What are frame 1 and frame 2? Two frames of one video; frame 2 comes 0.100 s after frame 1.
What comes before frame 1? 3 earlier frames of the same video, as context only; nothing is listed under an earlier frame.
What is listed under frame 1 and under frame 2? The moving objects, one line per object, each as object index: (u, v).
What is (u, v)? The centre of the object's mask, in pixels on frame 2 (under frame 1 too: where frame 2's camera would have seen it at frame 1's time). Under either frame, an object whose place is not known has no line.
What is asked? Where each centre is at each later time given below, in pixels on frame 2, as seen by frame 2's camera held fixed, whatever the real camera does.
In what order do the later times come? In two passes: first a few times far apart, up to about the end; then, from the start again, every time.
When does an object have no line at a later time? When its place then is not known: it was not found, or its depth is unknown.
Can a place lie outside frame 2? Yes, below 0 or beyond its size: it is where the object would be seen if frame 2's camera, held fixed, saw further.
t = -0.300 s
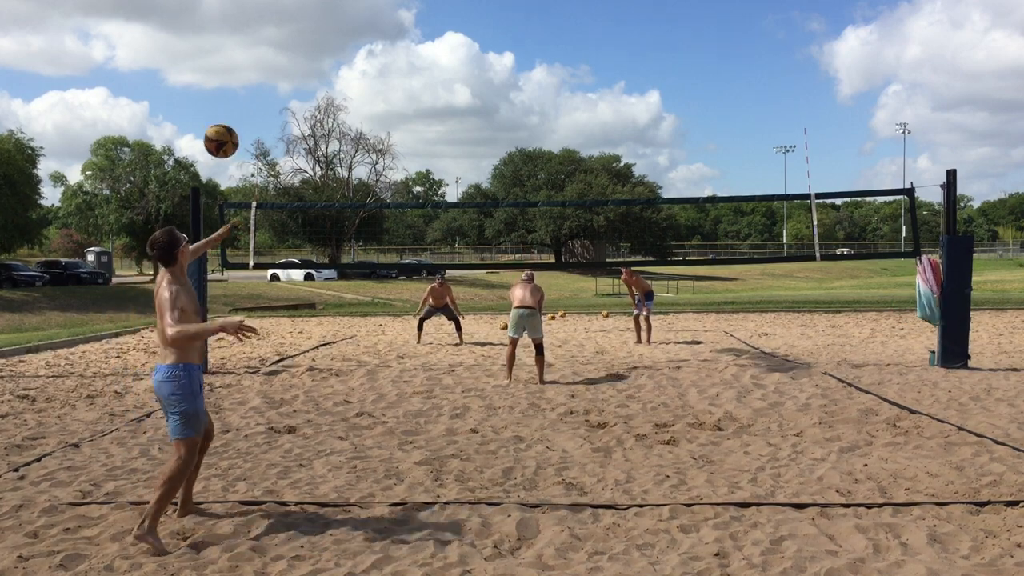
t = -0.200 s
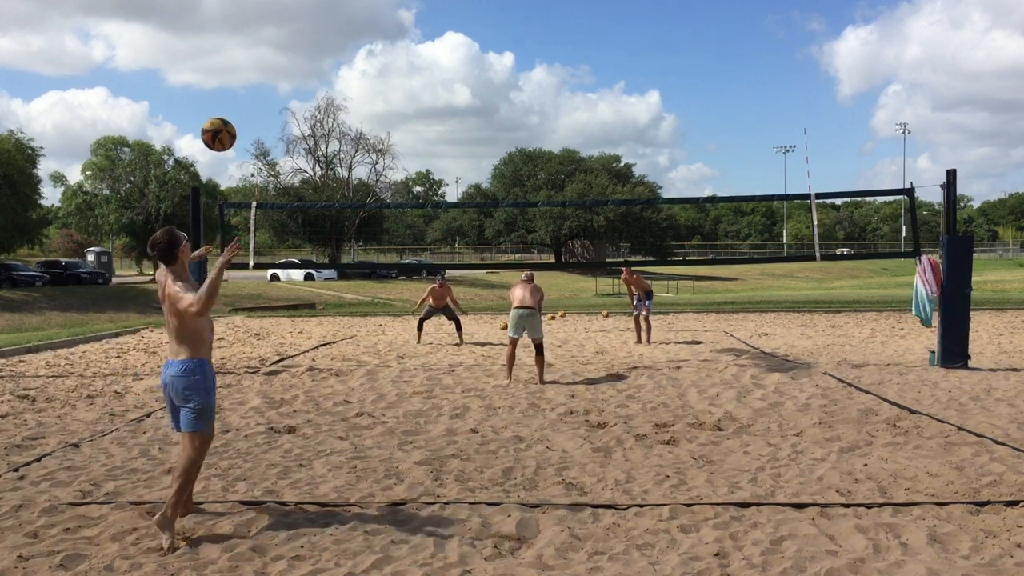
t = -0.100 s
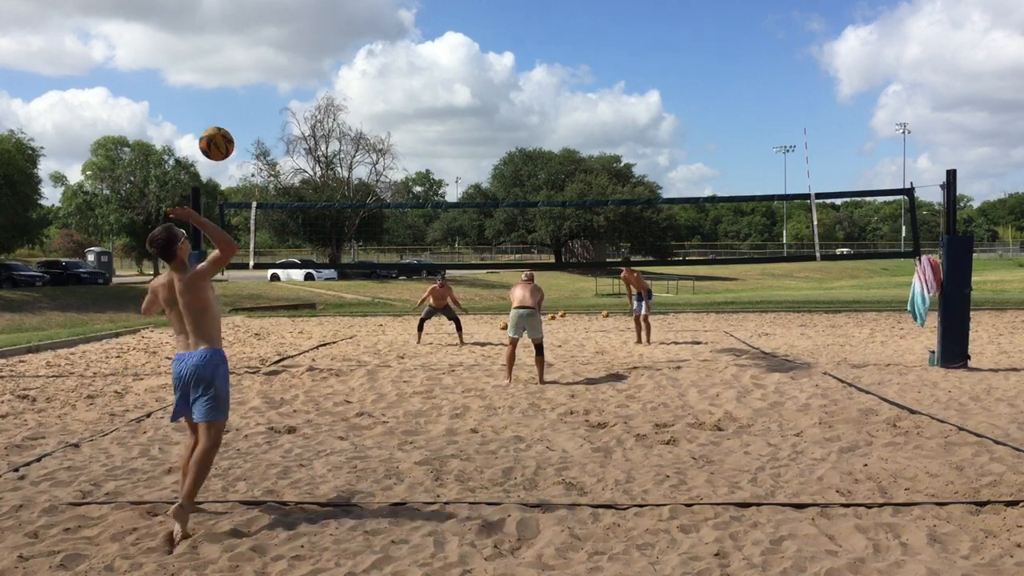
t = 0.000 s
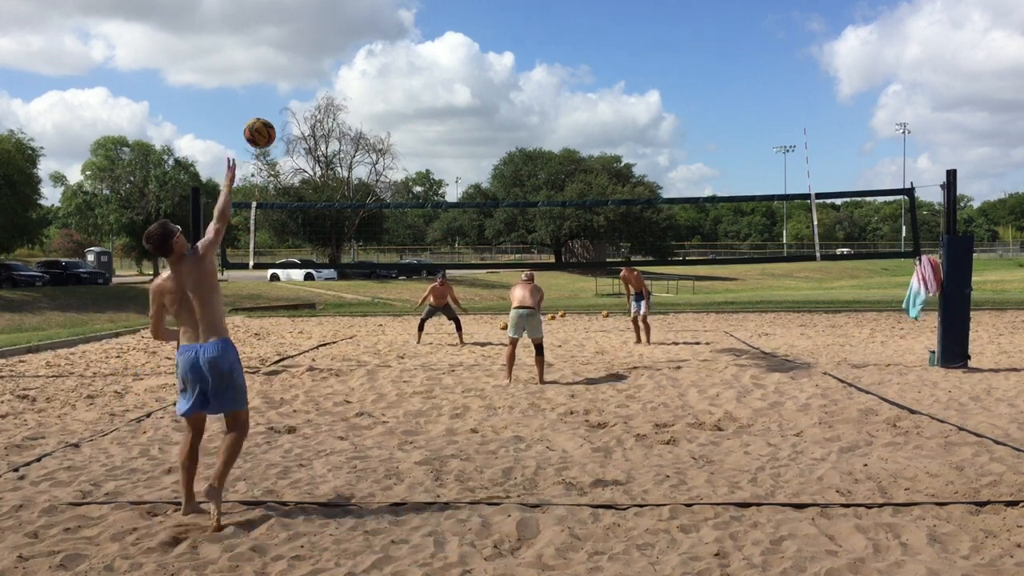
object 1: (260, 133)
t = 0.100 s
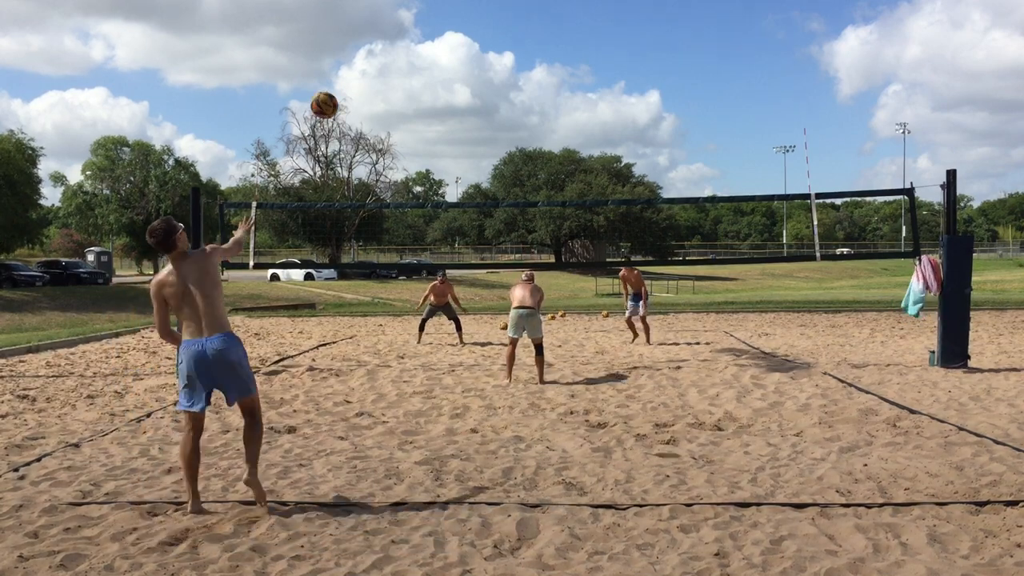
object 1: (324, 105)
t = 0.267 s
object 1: (398, 99)
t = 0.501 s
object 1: (466, 140)
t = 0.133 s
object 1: (342, 100)
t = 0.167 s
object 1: (358, 97)
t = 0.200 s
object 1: (373, 97)
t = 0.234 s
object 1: (386, 97)
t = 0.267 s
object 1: (398, 99)
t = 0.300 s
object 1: (410, 102)
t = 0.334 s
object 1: (421, 107)
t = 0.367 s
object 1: (431, 112)
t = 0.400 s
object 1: (440, 118)
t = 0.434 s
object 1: (449, 125)
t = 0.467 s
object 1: (458, 132)
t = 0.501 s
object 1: (466, 140)
